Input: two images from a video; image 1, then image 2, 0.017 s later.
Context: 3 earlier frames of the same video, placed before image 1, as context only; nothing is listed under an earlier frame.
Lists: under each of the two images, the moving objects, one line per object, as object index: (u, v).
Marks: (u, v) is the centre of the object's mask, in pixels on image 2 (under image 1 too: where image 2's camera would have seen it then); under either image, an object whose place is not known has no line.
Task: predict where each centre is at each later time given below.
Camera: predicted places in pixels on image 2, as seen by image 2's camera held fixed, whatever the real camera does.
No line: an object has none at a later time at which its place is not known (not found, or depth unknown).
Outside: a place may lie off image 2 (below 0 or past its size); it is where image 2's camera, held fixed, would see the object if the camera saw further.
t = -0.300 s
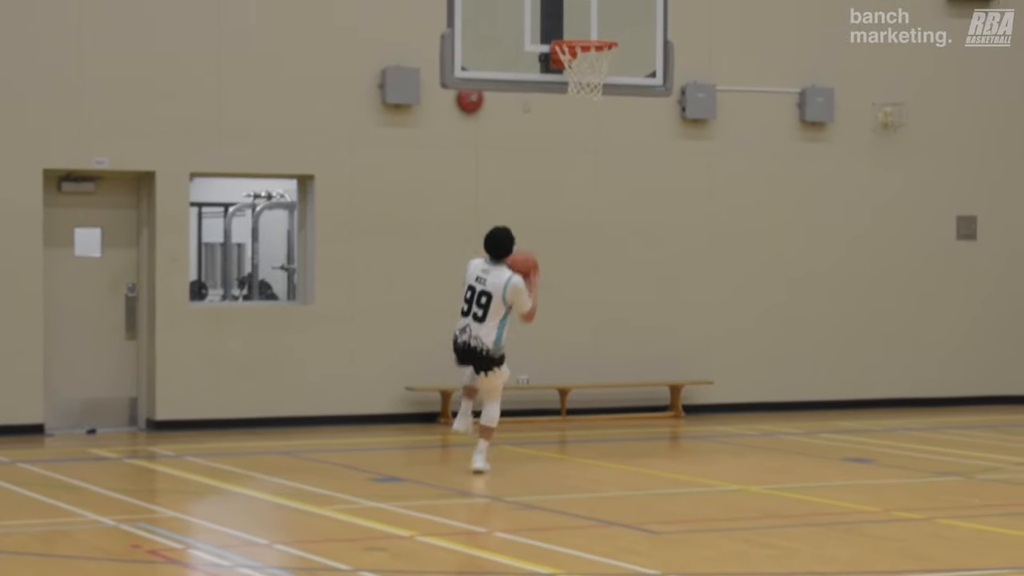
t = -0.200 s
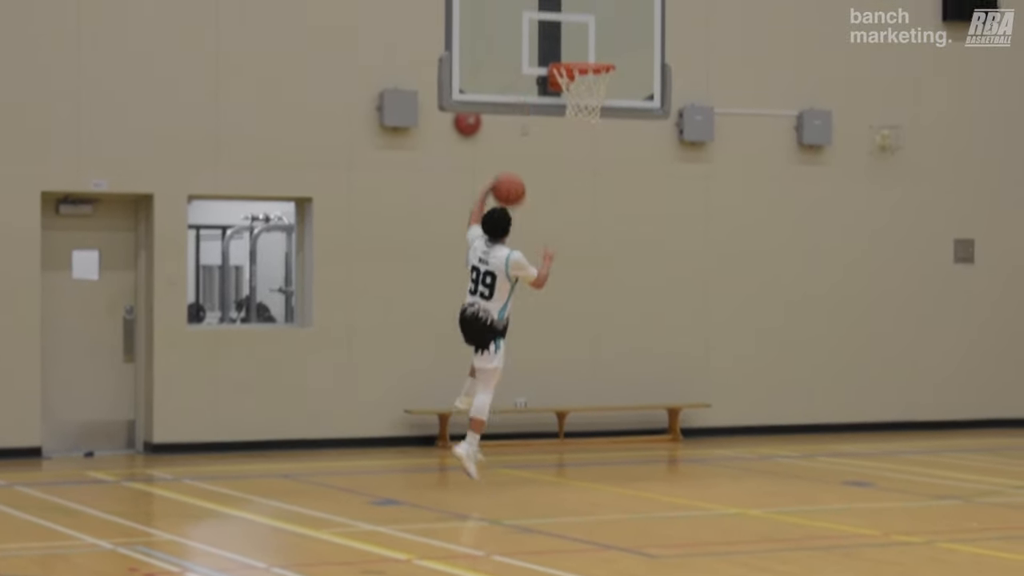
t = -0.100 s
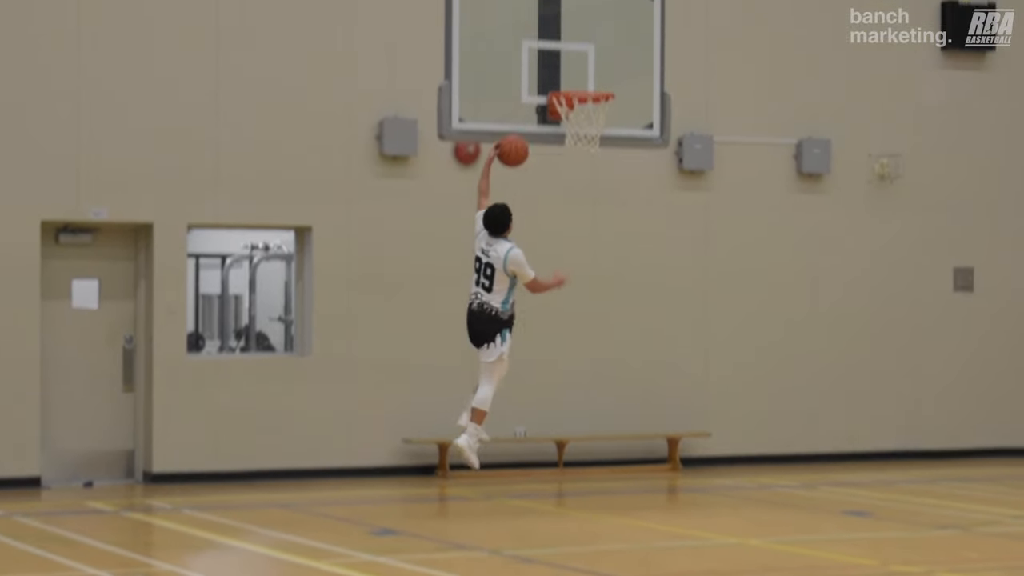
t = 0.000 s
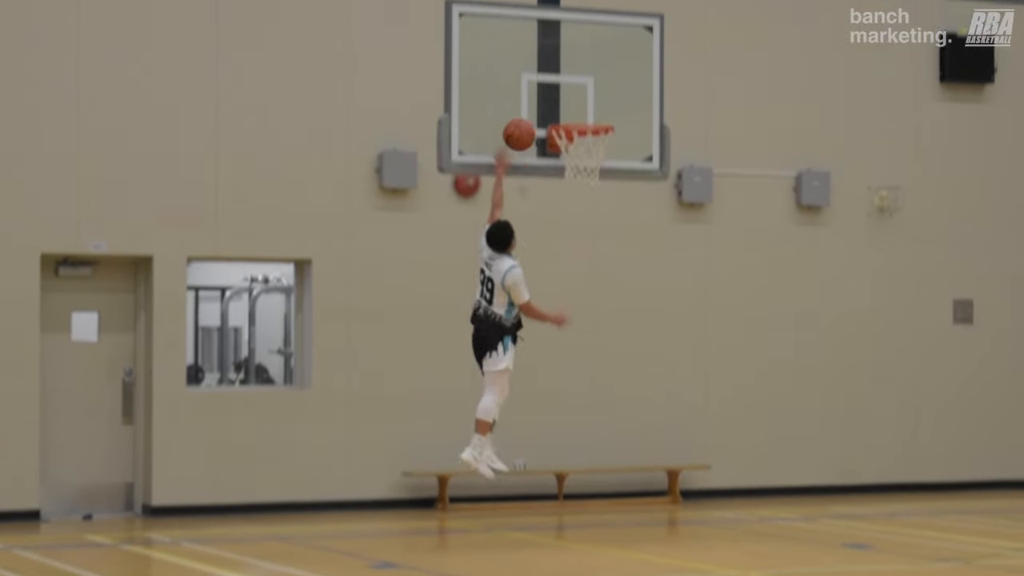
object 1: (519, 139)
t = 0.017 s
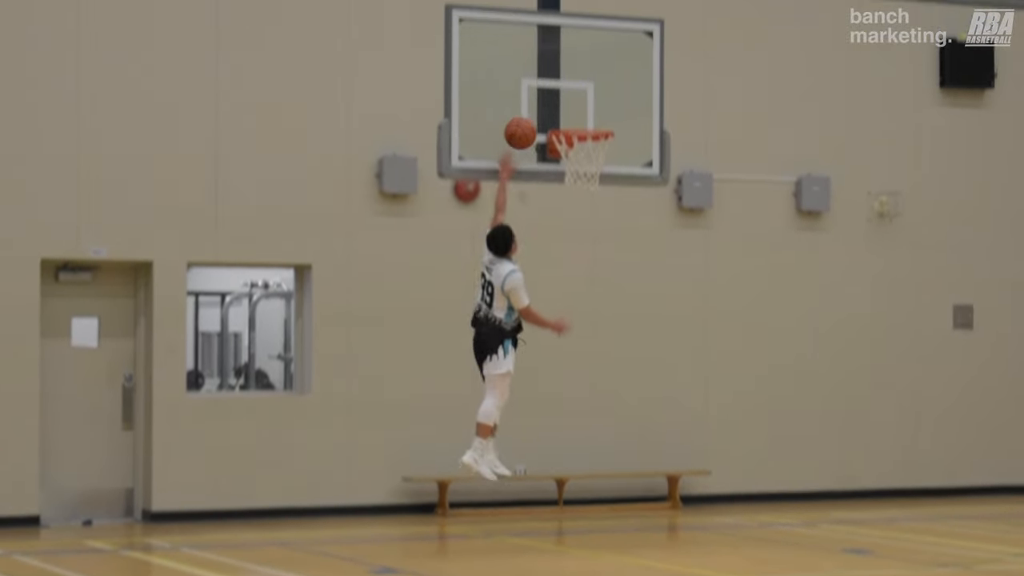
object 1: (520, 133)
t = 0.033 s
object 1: (521, 126)
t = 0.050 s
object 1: (523, 120)
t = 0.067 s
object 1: (524, 115)
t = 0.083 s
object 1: (526, 110)
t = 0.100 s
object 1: (527, 106)
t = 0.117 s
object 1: (528, 102)
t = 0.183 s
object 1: (539, 91)
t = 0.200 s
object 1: (542, 89)
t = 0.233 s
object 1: (547, 86)
